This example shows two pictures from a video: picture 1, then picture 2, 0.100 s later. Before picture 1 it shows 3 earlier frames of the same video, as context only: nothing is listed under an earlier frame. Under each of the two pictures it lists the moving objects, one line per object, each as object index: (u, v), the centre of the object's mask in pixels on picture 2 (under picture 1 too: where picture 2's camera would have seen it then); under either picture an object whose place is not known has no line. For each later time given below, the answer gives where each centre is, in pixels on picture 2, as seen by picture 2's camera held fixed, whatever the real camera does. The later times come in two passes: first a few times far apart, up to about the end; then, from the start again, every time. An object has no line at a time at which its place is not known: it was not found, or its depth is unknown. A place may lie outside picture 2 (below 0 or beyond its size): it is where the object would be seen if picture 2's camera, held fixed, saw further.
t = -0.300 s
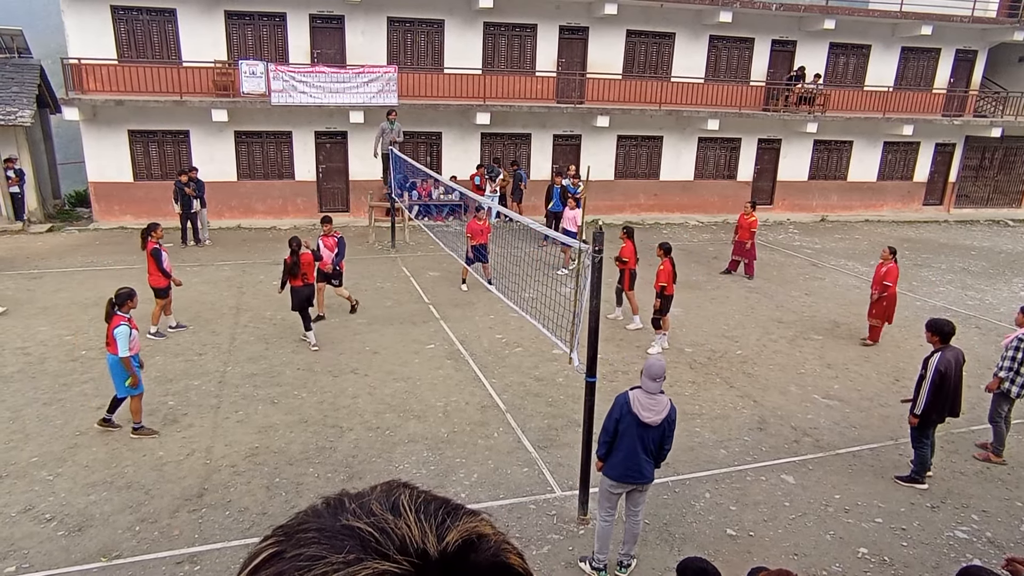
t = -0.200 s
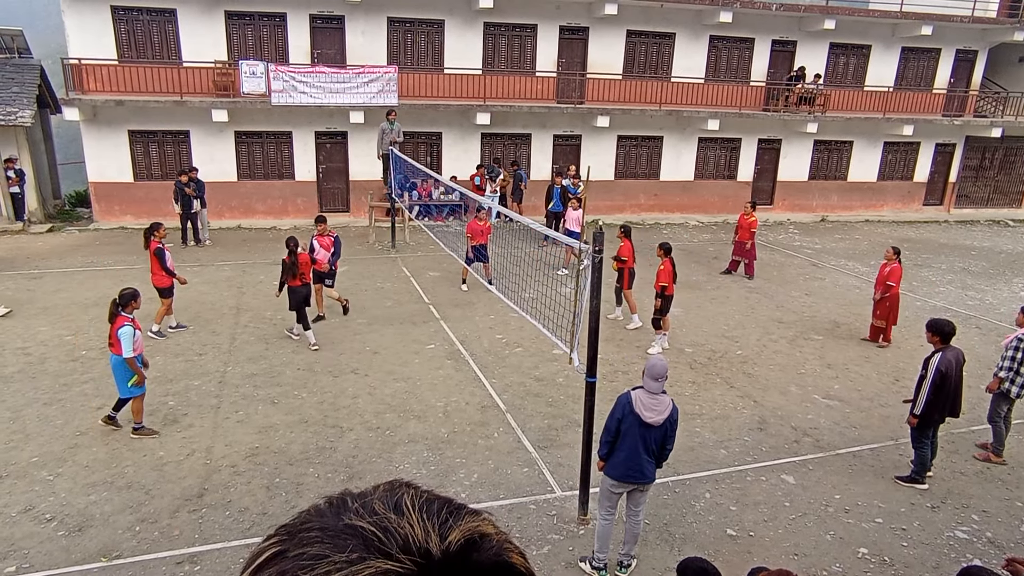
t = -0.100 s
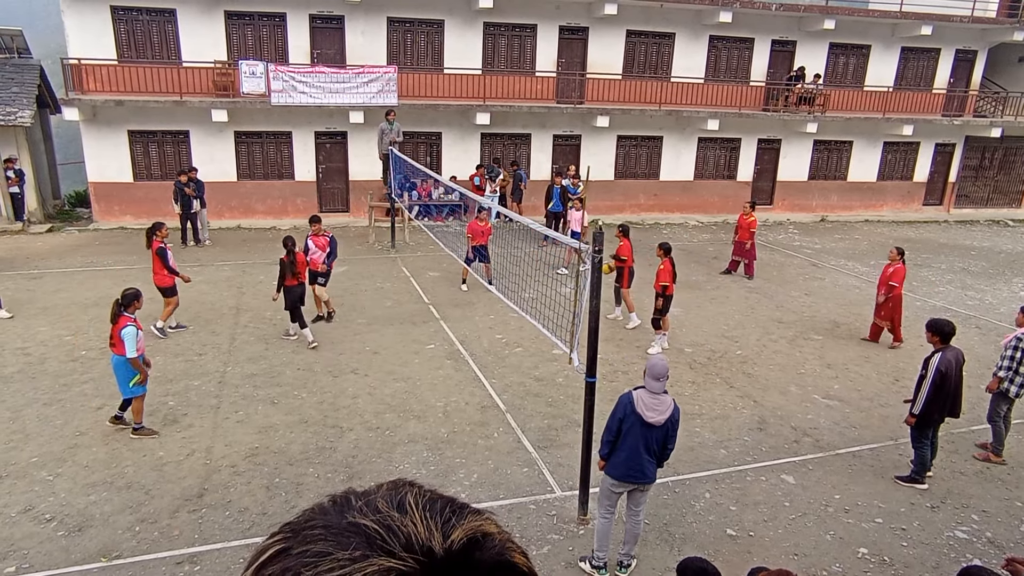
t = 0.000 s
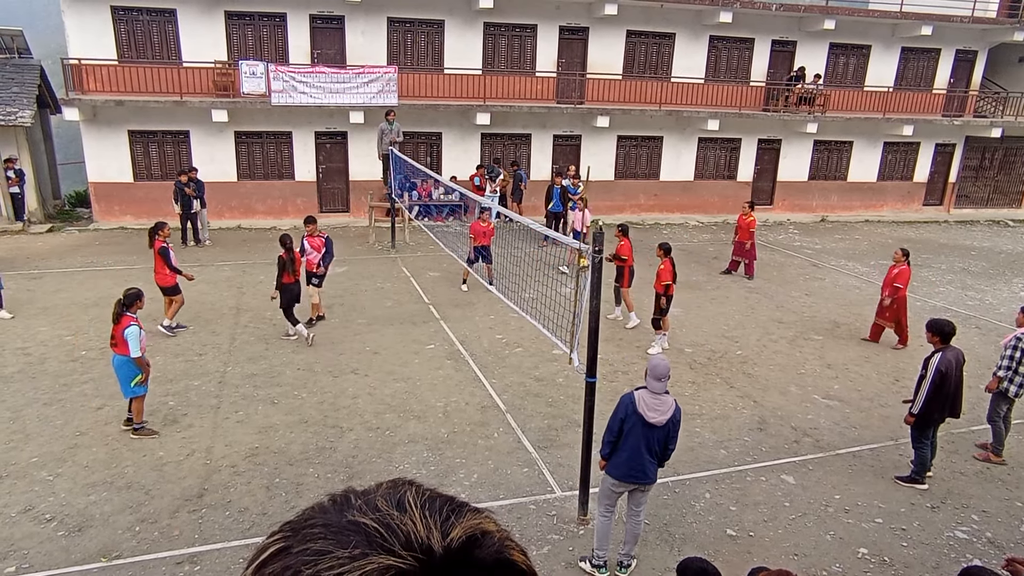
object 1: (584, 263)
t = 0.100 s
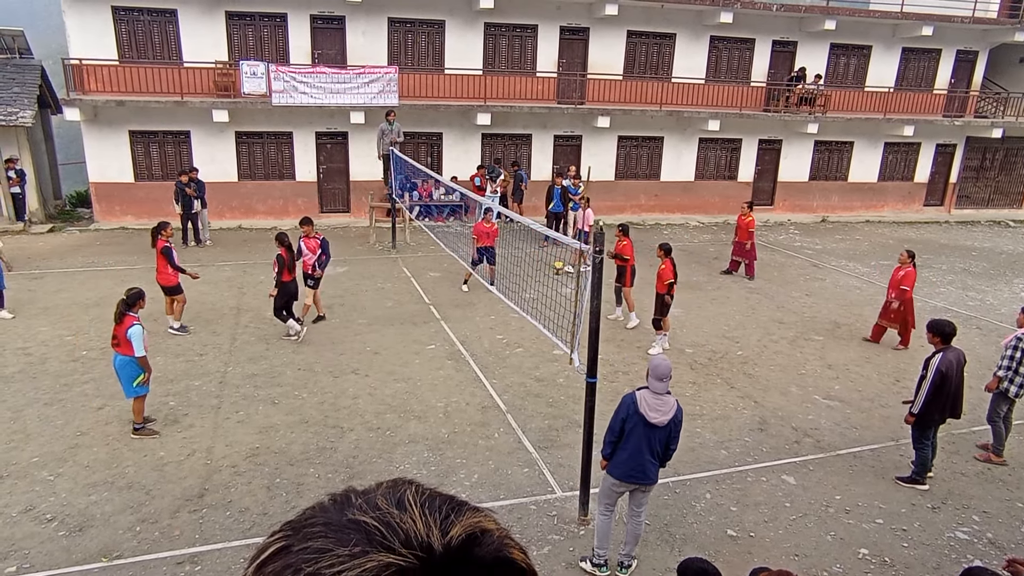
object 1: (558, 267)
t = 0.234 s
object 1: (523, 282)
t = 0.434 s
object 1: (469, 323)
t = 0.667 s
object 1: (425, 291)
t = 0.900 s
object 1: (380, 291)
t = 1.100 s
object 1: (341, 321)
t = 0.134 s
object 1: (550, 270)
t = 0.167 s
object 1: (540, 274)
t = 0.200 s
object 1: (532, 278)
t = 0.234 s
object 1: (523, 282)
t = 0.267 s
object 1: (514, 287)
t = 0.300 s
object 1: (506, 291)
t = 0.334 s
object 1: (496, 300)
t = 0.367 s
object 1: (487, 306)
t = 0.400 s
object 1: (477, 315)
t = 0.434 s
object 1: (469, 323)
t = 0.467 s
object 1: (463, 318)
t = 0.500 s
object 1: (456, 312)
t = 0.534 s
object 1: (450, 306)
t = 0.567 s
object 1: (444, 301)
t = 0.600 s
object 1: (437, 298)
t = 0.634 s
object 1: (432, 294)
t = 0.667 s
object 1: (425, 291)
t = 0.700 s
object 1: (419, 289)
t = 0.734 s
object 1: (412, 286)
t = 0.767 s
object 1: (406, 286)
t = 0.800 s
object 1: (399, 287)
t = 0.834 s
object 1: (392, 288)
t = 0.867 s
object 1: (386, 289)
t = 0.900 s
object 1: (380, 291)
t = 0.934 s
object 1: (373, 294)
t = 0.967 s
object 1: (367, 298)
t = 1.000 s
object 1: (361, 303)
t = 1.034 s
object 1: (354, 308)
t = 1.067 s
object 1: (348, 314)
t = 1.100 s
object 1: (341, 321)
